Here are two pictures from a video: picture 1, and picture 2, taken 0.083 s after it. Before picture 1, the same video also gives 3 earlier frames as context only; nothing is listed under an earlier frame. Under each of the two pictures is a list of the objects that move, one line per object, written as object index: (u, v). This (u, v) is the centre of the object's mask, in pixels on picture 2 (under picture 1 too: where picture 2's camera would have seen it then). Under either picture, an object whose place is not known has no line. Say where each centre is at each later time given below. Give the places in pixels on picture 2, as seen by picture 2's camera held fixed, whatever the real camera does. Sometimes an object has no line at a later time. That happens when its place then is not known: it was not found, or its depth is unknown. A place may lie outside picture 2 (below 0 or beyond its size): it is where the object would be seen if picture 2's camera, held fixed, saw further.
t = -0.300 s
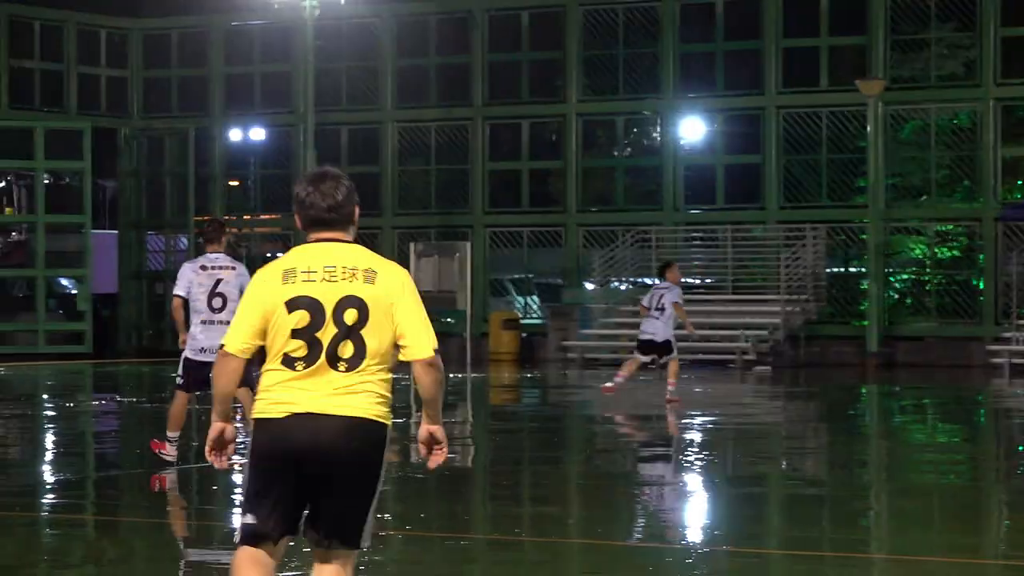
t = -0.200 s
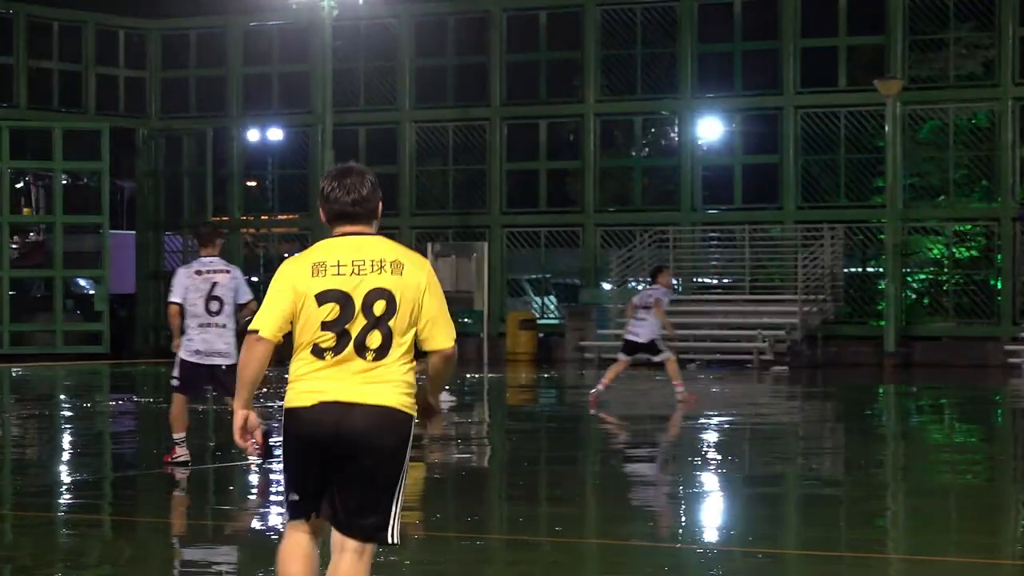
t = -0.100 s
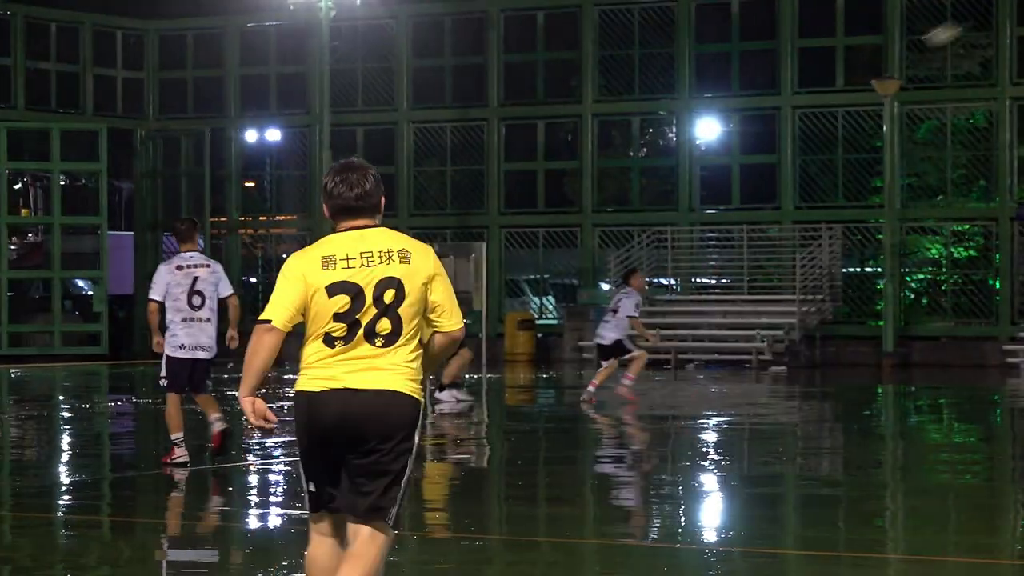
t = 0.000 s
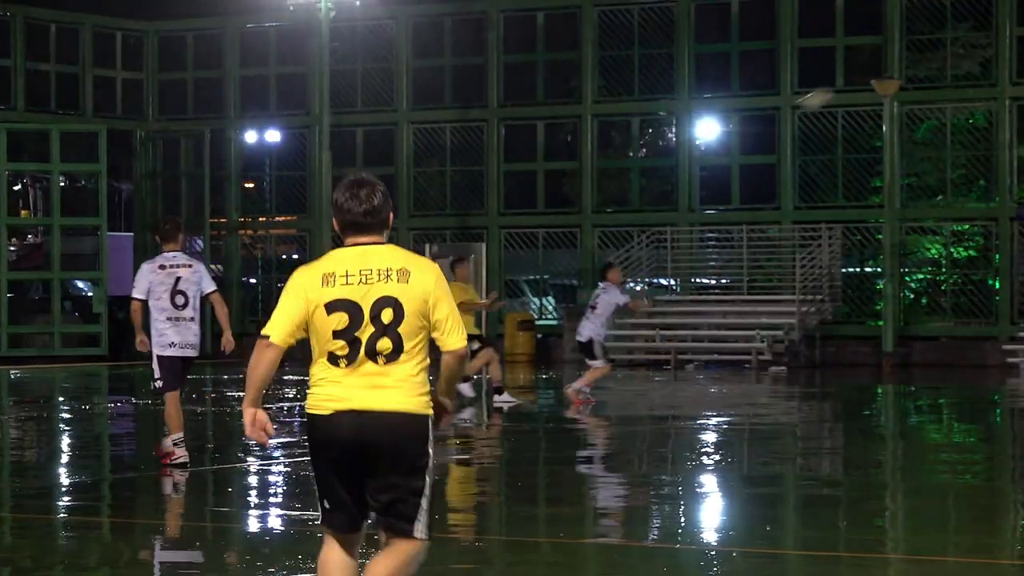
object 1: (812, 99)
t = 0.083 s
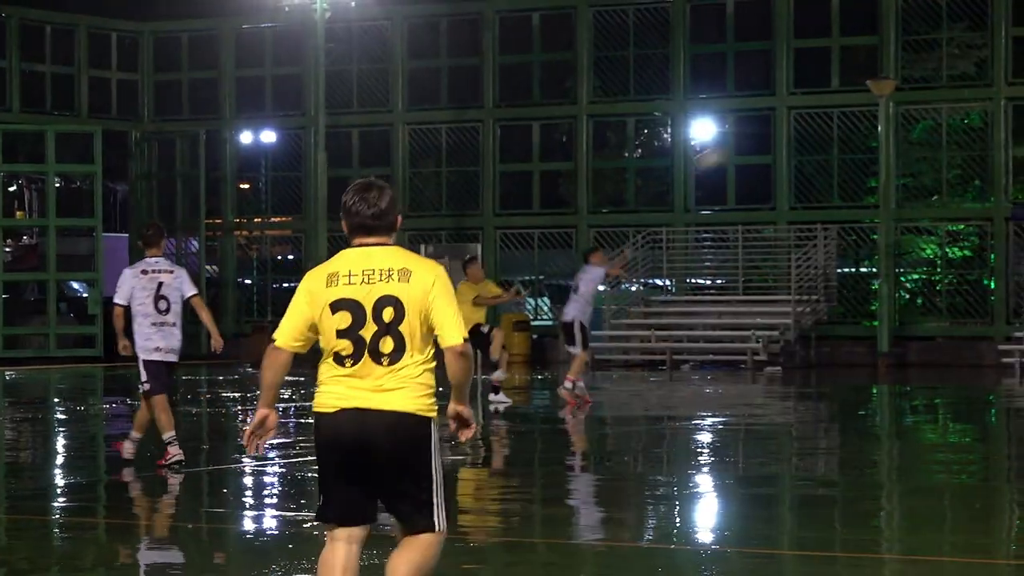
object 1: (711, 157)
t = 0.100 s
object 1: (692, 169)
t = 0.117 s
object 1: (670, 182)
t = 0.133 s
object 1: (652, 194)
